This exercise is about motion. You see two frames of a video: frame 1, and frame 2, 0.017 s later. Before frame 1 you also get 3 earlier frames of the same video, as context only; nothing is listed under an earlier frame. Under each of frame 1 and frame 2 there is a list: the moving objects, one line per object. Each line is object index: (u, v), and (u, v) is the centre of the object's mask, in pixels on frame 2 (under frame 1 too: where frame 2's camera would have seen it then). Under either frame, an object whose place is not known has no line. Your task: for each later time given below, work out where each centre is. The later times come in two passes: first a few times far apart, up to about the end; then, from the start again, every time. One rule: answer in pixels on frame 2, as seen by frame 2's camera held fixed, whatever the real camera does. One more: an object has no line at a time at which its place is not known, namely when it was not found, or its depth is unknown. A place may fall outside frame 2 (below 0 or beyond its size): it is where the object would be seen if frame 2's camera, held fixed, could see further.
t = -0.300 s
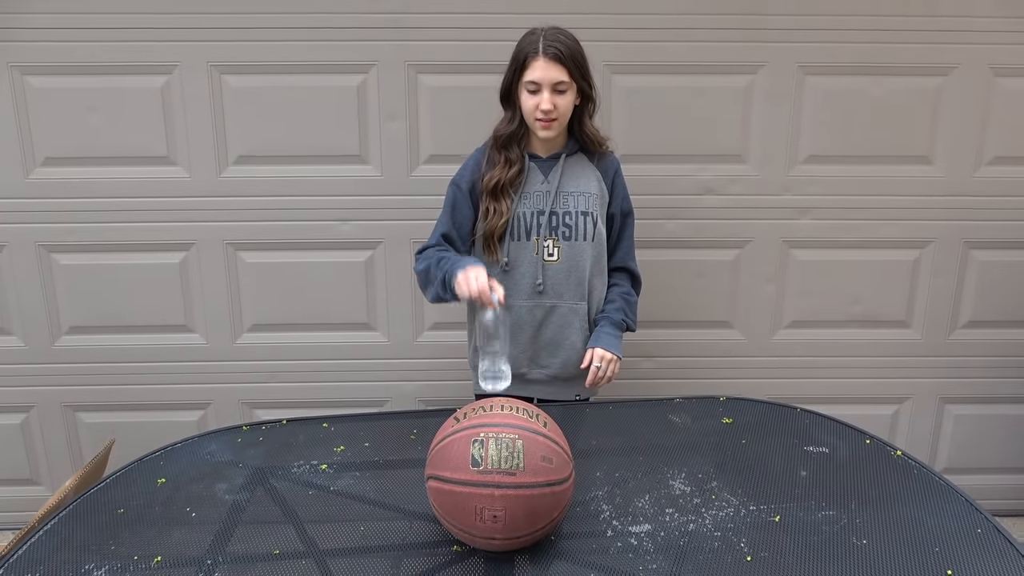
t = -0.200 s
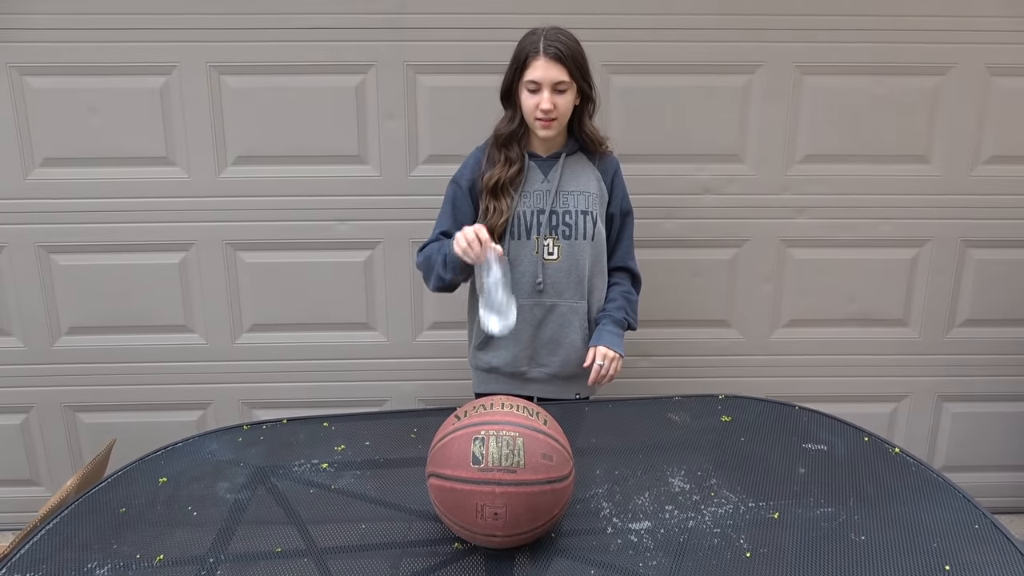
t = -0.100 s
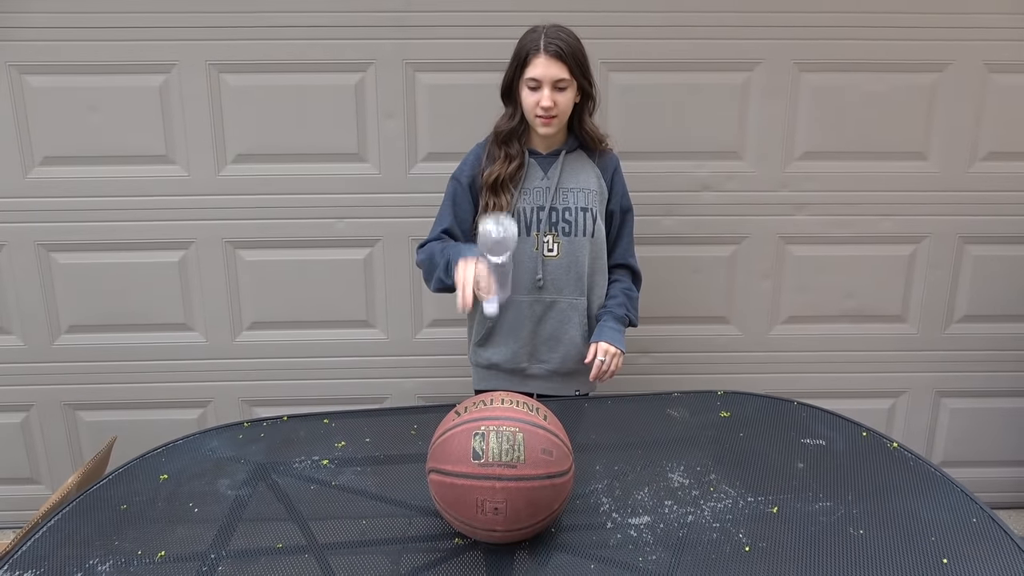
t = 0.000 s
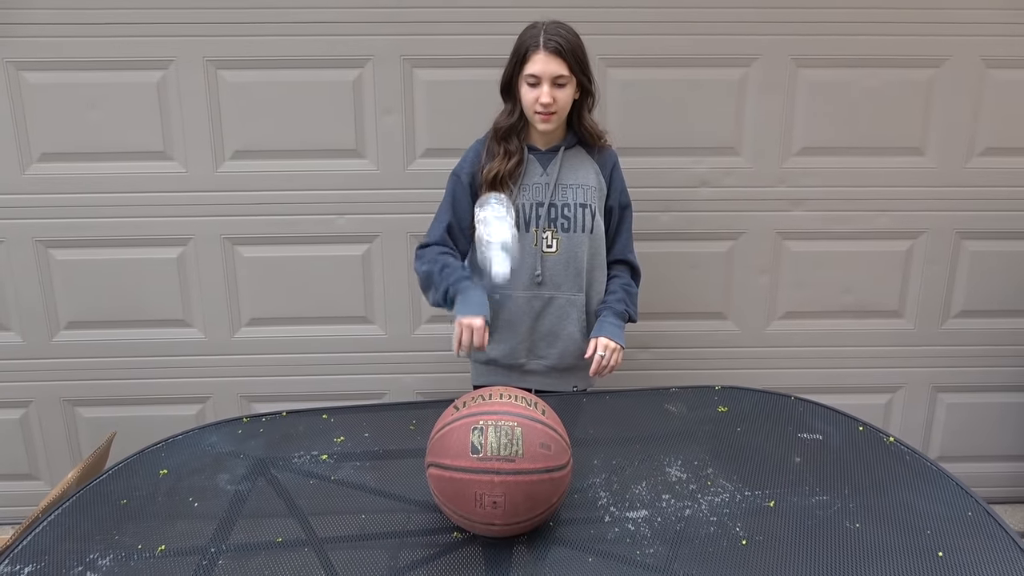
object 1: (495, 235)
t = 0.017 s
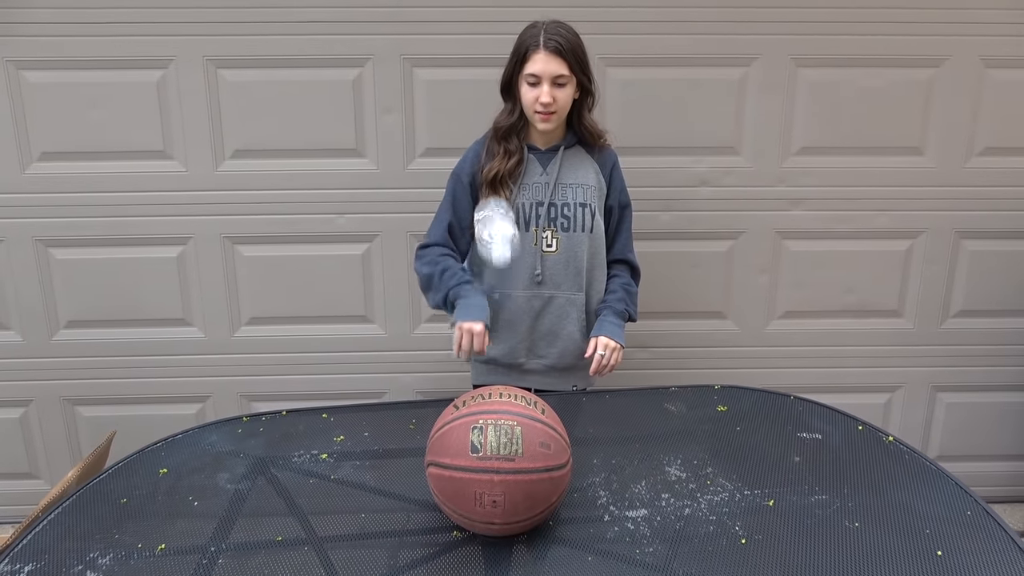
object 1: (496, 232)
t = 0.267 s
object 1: (499, 358)
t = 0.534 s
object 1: (492, 535)
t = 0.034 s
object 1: (496, 232)
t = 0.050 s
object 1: (496, 234)
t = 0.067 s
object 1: (495, 240)
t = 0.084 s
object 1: (495, 248)
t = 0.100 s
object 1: (495, 257)
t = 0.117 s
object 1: (495, 269)
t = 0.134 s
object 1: (495, 284)
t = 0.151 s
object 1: (496, 300)
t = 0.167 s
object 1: (496, 320)
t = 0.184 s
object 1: (496, 336)
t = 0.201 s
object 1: (497, 342)
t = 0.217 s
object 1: (498, 343)
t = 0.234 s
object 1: (498, 347)
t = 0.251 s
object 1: (498, 352)
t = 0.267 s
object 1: (499, 358)
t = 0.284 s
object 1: (500, 366)
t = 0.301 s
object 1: (500, 377)
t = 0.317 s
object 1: (499, 388)
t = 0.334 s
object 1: (499, 401)
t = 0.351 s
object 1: (499, 414)
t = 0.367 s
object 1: (498, 424)
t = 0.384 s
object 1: (497, 428)
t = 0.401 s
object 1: (496, 433)
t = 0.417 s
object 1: (496, 440)
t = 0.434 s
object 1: (496, 448)
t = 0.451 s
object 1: (496, 462)
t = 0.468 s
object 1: (495, 476)
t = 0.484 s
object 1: (494, 491)
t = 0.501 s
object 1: (493, 509)
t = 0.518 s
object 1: (492, 524)
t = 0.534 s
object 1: (492, 535)
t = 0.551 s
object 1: (490, 540)
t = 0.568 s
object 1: (488, 544)
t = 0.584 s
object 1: (486, 551)
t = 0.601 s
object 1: (482, 560)
